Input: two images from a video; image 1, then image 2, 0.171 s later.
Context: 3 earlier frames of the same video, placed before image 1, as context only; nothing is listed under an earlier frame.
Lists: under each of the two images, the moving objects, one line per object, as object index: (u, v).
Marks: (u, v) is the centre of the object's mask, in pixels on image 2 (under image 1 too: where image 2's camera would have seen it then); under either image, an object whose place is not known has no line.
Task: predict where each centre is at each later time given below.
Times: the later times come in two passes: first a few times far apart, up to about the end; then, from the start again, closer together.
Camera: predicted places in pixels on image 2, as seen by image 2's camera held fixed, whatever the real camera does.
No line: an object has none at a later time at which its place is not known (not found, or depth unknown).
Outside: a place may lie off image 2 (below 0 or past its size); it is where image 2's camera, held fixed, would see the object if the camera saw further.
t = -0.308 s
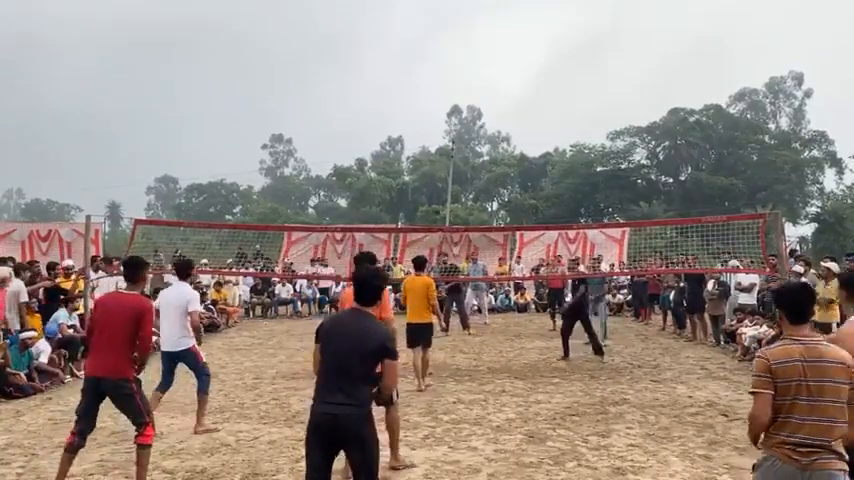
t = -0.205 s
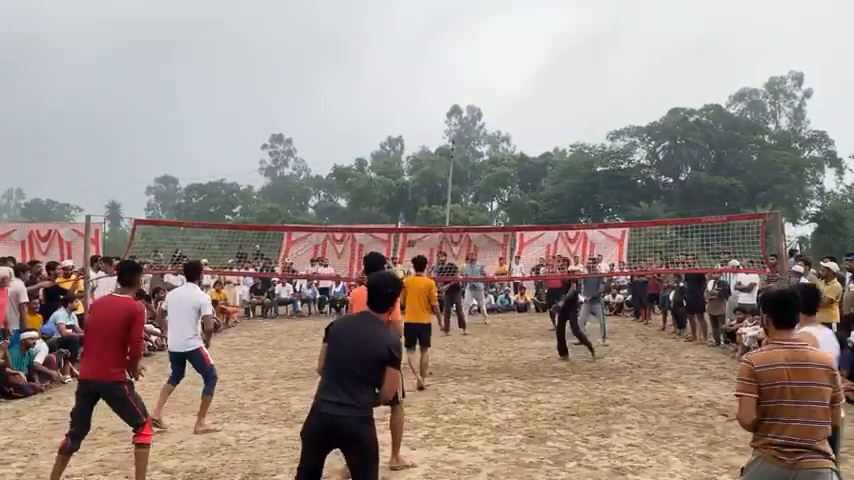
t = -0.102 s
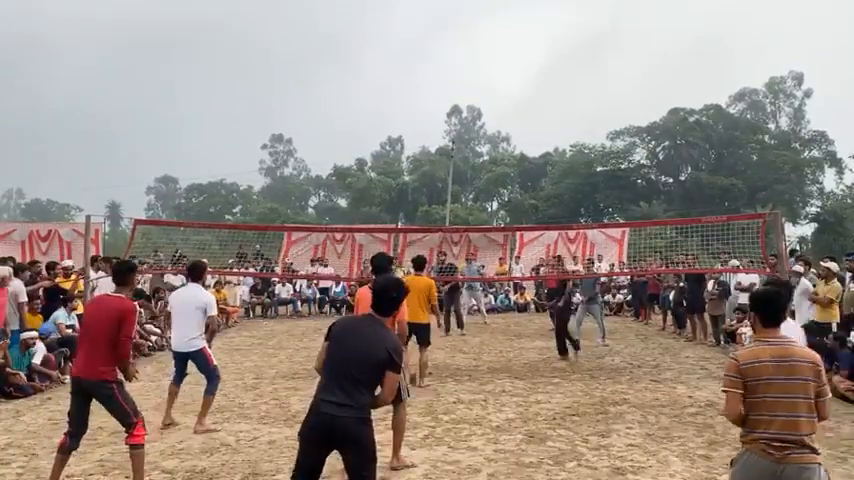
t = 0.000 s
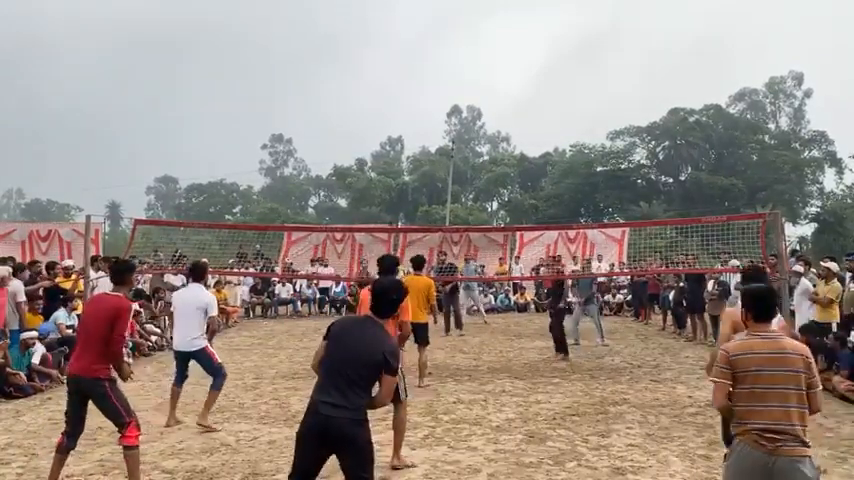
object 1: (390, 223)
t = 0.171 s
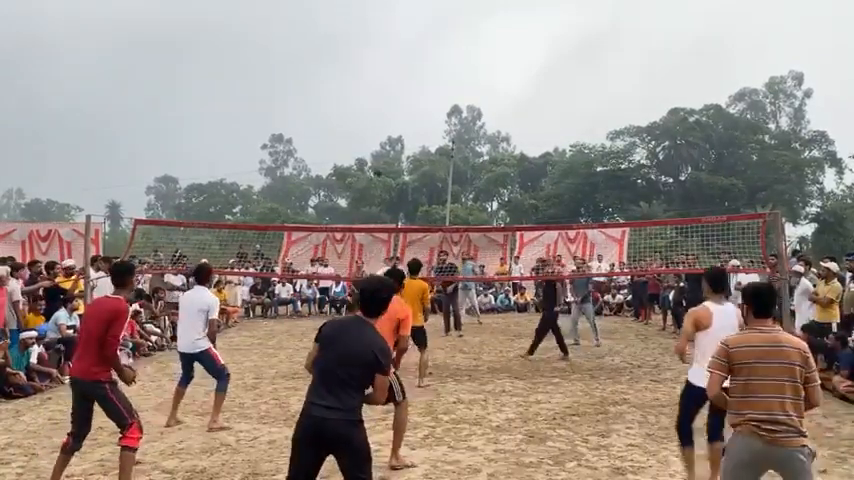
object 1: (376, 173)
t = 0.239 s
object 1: (371, 153)
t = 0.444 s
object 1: (346, 107)
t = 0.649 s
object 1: (313, 79)
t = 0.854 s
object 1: (268, 79)
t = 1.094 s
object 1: (190, 137)
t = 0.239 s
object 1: (371, 153)
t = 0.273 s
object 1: (367, 144)
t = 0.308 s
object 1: (363, 136)
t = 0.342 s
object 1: (359, 128)
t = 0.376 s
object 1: (355, 121)
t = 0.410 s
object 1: (351, 113)
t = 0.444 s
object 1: (346, 107)
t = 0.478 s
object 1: (342, 101)
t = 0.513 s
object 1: (336, 95)
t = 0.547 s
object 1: (331, 91)
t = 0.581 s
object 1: (325, 86)
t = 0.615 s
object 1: (319, 83)
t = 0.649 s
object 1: (313, 79)
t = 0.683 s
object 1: (307, 77)
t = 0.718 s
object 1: (300, 76)
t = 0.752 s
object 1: (293, 75)
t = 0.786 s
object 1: (285, 76)
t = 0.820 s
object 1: (277, 77)
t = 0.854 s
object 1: (268, 79)
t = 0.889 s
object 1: (259, 83)
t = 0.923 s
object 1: (249, 88)
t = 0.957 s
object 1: (238, 94)
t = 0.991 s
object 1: (227, 102)
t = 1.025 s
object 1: (216, 111)
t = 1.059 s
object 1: (203, 123)
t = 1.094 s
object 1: (190, 137)
